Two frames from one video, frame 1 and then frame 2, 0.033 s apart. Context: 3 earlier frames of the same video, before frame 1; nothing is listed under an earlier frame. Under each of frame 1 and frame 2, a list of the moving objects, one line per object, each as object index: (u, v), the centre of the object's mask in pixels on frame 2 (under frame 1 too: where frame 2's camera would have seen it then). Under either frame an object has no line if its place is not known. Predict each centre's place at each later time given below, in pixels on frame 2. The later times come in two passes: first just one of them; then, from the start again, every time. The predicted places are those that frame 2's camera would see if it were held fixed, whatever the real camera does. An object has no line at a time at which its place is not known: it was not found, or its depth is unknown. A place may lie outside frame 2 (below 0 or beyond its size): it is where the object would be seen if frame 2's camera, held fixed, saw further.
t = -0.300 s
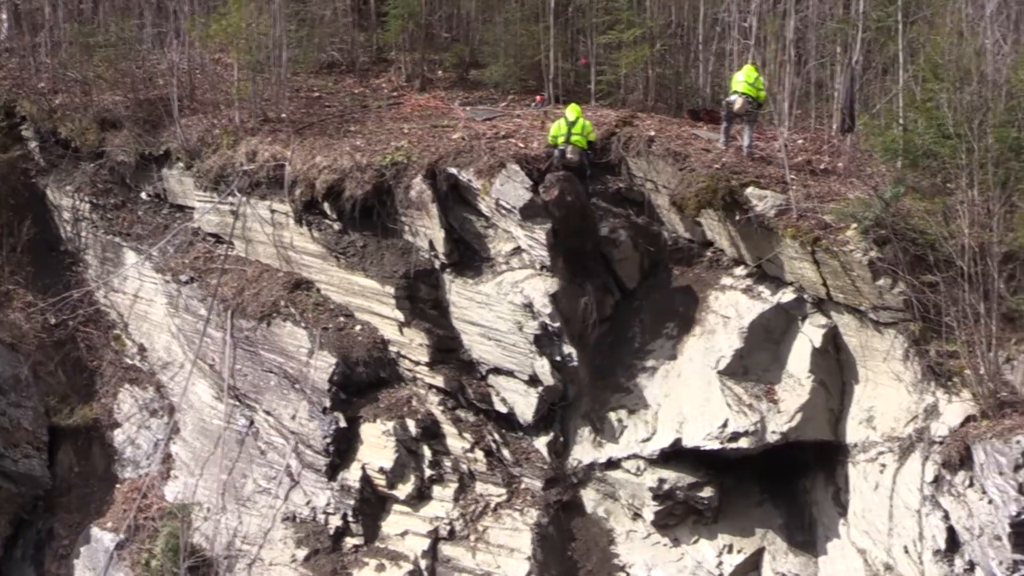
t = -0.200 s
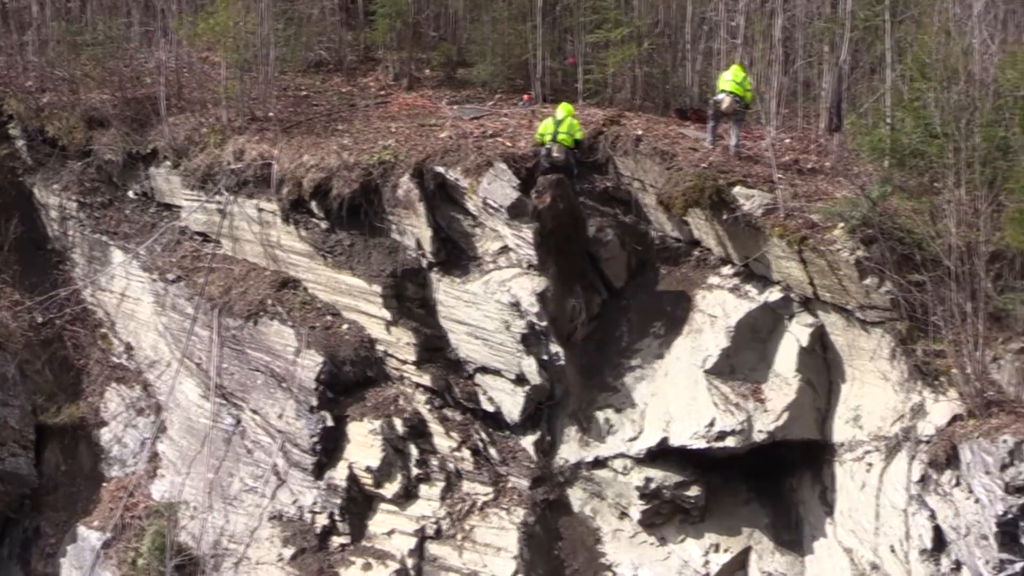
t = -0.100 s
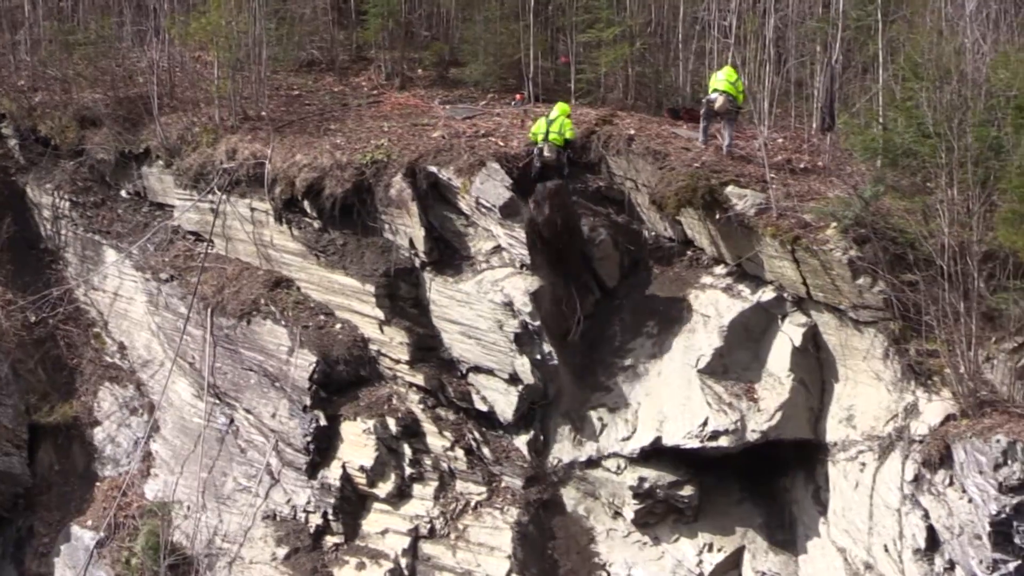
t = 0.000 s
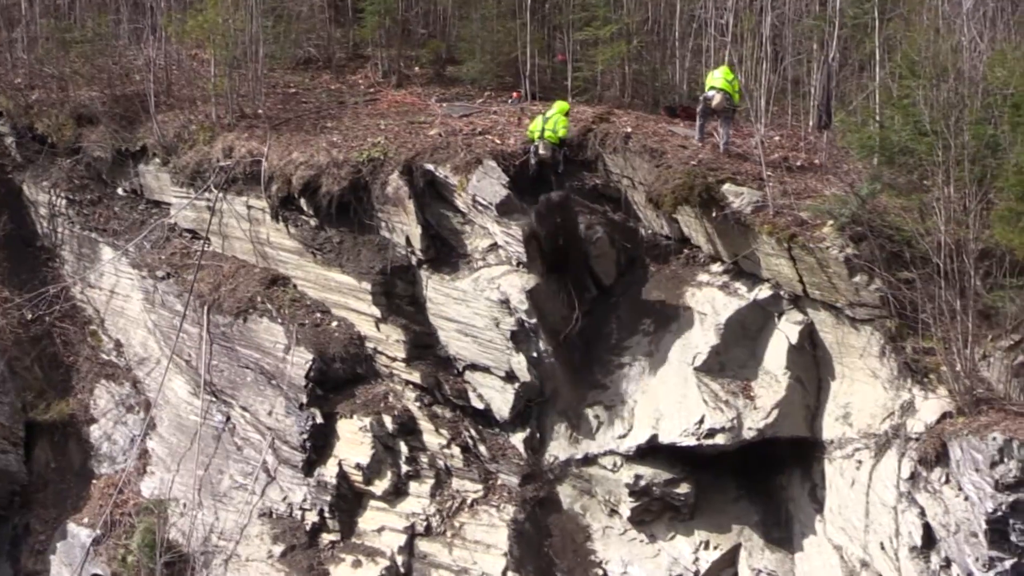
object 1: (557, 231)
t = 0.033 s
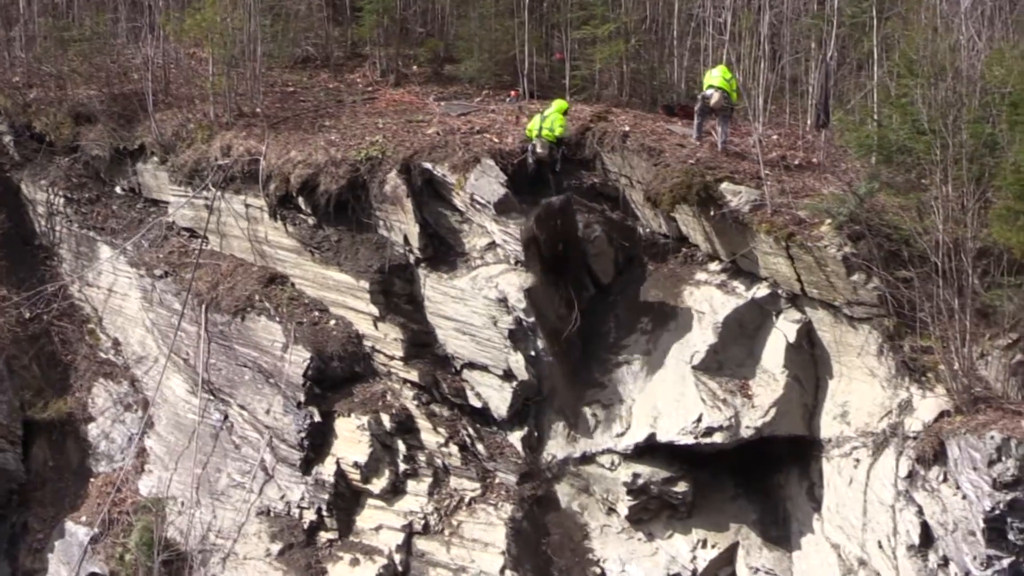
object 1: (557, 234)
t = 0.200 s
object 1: (557, 245)
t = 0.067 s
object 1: (557, 238)
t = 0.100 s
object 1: (557, 239)
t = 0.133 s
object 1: (556, 241)
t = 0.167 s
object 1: (559, 242)
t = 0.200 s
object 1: (557, 245)
